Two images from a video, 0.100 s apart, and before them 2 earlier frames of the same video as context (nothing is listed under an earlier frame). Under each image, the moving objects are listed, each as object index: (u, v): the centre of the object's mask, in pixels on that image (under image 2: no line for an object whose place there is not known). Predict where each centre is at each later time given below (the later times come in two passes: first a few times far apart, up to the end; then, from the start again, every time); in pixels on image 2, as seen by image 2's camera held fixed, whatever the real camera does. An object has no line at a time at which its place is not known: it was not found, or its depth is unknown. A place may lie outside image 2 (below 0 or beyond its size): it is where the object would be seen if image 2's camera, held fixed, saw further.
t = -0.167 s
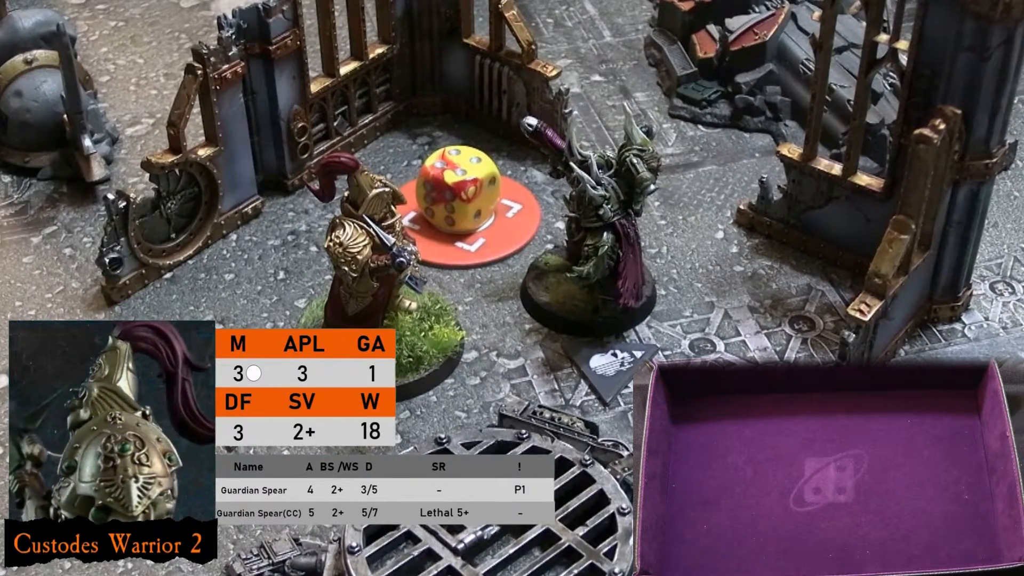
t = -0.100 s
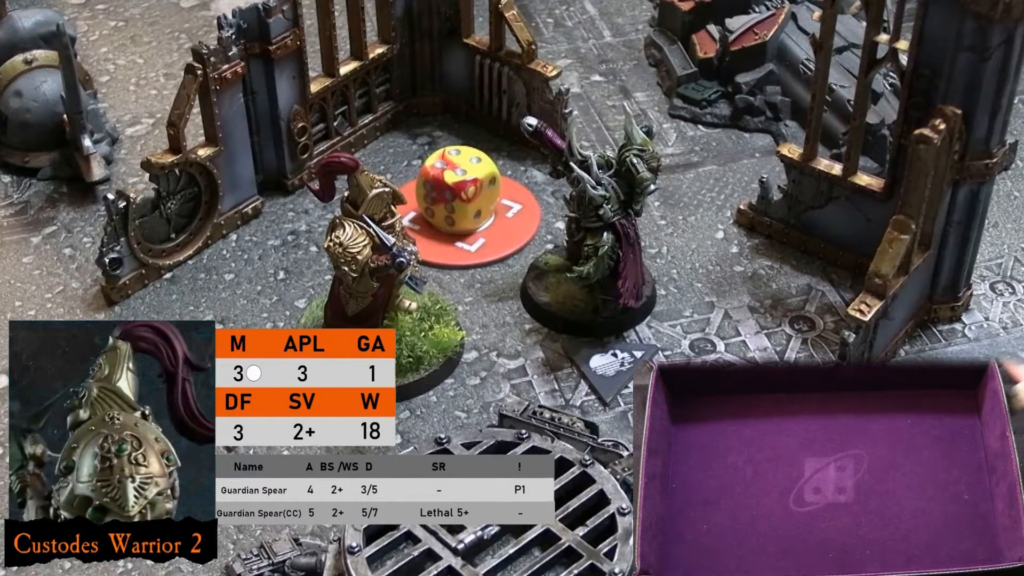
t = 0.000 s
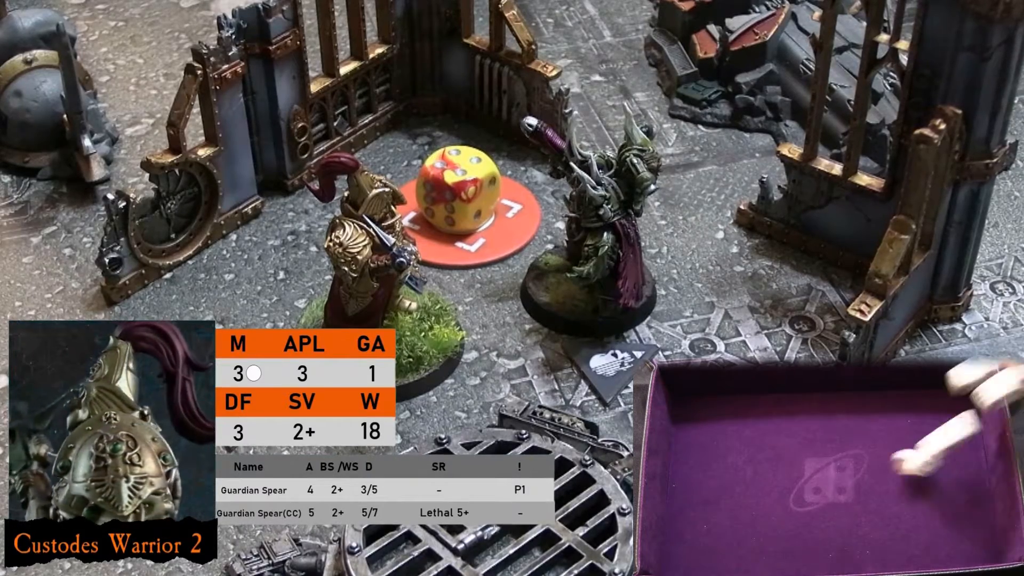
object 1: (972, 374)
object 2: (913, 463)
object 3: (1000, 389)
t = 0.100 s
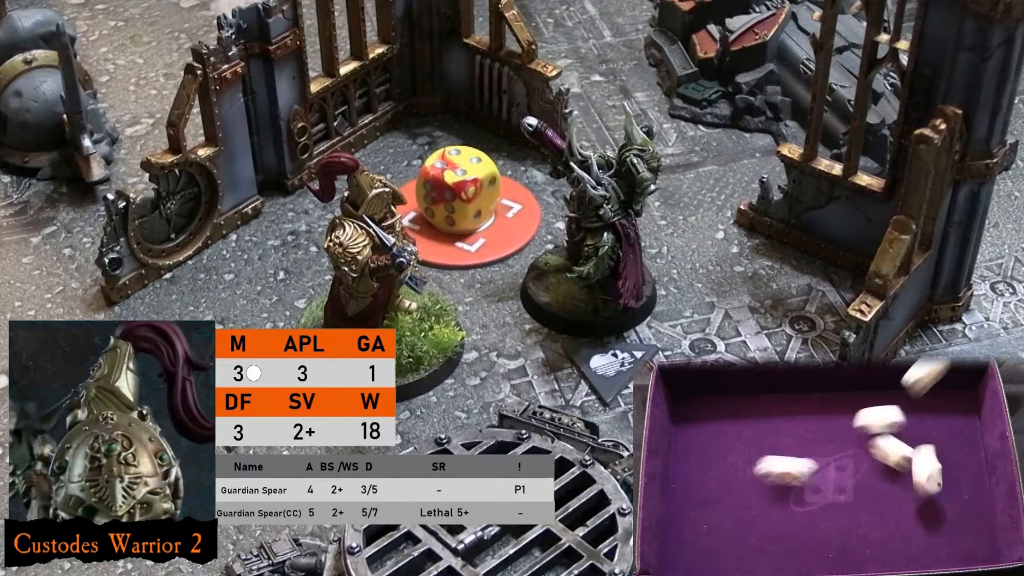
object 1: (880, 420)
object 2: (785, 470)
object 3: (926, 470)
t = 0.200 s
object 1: (790, 404)
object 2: (680, 461)
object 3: (934, 526)
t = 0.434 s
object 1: (687, 404)
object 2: (690, 448)
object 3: (970, 552)
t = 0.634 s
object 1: (685, 404)
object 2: (678, 440)
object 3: (965, 542)
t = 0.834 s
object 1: (685, 403)
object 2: (682, 437)
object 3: (964, 541)
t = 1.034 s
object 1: (685, 403)
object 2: (682, 436)
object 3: (964, 540)
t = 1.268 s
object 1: (684, 402)
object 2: (682, 436)
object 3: (963, 539)
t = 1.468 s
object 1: (684, 402)
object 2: (682, 436)
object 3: (962, 539)
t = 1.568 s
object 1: (683, 402)
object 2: (681, 435)
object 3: (962, 539)
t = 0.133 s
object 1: (848, 418)
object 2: (747, 469)
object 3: (928, 496)
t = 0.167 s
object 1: (819, 411)
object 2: (709, 466)
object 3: (931, 516)
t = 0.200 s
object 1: (790, 404)
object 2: (680, 461)
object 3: (934, 526)
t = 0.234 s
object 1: (763, 397)
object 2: (674, 452)
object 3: (939, 537)
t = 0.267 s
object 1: (739, 393)
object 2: (678, 447)
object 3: (945, 542)
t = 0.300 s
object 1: (719, 397)
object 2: (682, 447)
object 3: (953, 548)
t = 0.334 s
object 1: (701, 401)
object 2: (685, 446)
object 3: (958, 550)
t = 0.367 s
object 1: (685, 402)
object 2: (687, 447)
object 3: (962, 551)
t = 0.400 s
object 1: (685, 403)
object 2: (689, 448)
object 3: (967, 553)
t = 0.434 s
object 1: (687, 404)
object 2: (690, 448)
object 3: (970, 552)
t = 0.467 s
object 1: (686, 404)
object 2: (691, 449)
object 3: (970, 548)
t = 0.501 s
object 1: (685, 404)
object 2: (689, 450)
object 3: (968, 544)
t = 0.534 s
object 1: (685, 404)
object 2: (684, 448)
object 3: (965, 542)
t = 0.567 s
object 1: (685, 404)
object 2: (679, 446)
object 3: (964, 542)
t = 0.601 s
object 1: (685, 404)
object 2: (676, 443)
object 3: (965, 542)
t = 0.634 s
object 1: (685, 404)
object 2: (678, 440)
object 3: (965, 542)
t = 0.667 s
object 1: (685, 404)
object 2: (681, 438)
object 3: (965, 541)
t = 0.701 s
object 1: (685, 404)
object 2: (683, 437)
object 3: (965, 541)
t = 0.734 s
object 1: (685, 403)
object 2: (683, 437)
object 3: (965, 541)
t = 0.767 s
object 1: (685, 403)
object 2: (682, 437)
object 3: (965, 541)
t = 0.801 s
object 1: (685, 403)
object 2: (683, 437)
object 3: (965, 541)
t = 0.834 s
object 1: (685, 403)
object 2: (682, 437)
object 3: (964, 541)
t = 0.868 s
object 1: (685, 403)
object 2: (683, 437)
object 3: (964, 540)
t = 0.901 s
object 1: (684, 403)
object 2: (682, 437)
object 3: (964, 541)
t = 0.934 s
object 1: (685, 403)
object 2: (682, 436)
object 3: (964, 540)
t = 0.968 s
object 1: (684, 403)
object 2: (682, 436)
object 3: (964, 540)
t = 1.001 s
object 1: (684, 403)
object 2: (682, 437)
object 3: (964, 540)
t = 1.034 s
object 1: (685, 403)
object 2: (682, 436)
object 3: (964, 540)
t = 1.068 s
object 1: (684, 403)
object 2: (682, 437)
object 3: (964, 540)
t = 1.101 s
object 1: (684, 403)
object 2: (682, 436)
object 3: (963, 540)
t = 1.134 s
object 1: (684, 403)
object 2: (682, 436)
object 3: (963, 540)
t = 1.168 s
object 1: (684, 402)
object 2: (682, 436)
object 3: (963, 540)
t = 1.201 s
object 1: (684, 403)
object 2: (682, 436)
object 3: (963, 540)
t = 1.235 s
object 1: (684, 402)
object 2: (682, 436)
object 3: (963, 540)
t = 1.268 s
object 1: (684, 402)
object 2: (682, 436)
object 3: (963, 539)
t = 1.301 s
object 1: (684, 402)
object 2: (682, 436)
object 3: (963, 539)
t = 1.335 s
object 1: (684, 402)
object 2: (682, 436)
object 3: (963, 539)
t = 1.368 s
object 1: (684, 402)
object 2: (682, 436)
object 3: (963, 539)
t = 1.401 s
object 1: (684, 402)
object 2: (682, 436)
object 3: (962, 539)
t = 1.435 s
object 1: (684, 402)
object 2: (682, 436)
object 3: (962, 539)
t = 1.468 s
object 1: (684, 402)
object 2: (682, 436)
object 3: (962, 539)
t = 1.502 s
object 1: (684, 402)
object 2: (681, 435)
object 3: (962, 539)
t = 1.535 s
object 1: (683, 402)
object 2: (681, 435)
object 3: (962, 539)
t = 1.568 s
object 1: (683, 402)
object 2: (681, 435)
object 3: (962, 539)
